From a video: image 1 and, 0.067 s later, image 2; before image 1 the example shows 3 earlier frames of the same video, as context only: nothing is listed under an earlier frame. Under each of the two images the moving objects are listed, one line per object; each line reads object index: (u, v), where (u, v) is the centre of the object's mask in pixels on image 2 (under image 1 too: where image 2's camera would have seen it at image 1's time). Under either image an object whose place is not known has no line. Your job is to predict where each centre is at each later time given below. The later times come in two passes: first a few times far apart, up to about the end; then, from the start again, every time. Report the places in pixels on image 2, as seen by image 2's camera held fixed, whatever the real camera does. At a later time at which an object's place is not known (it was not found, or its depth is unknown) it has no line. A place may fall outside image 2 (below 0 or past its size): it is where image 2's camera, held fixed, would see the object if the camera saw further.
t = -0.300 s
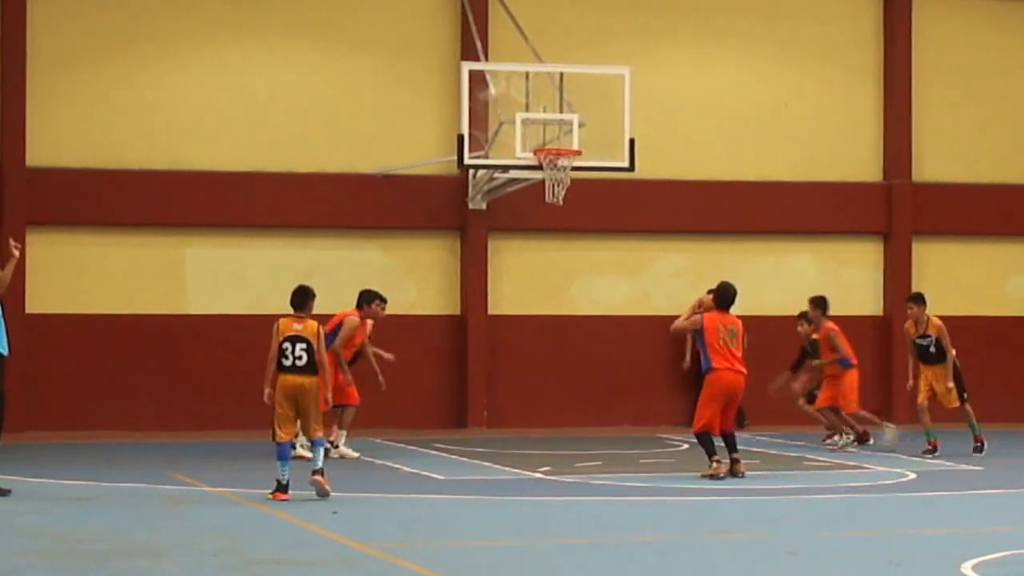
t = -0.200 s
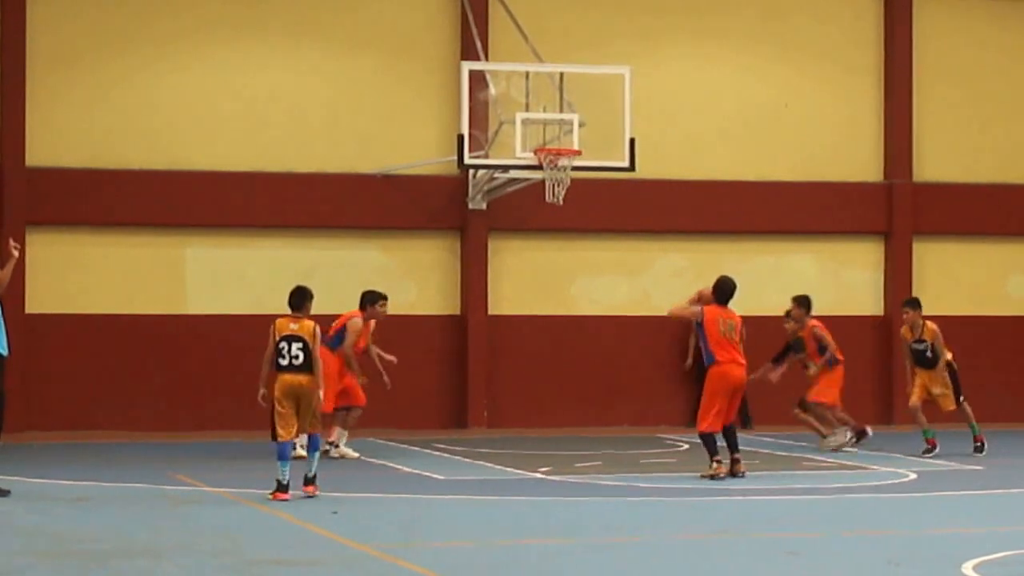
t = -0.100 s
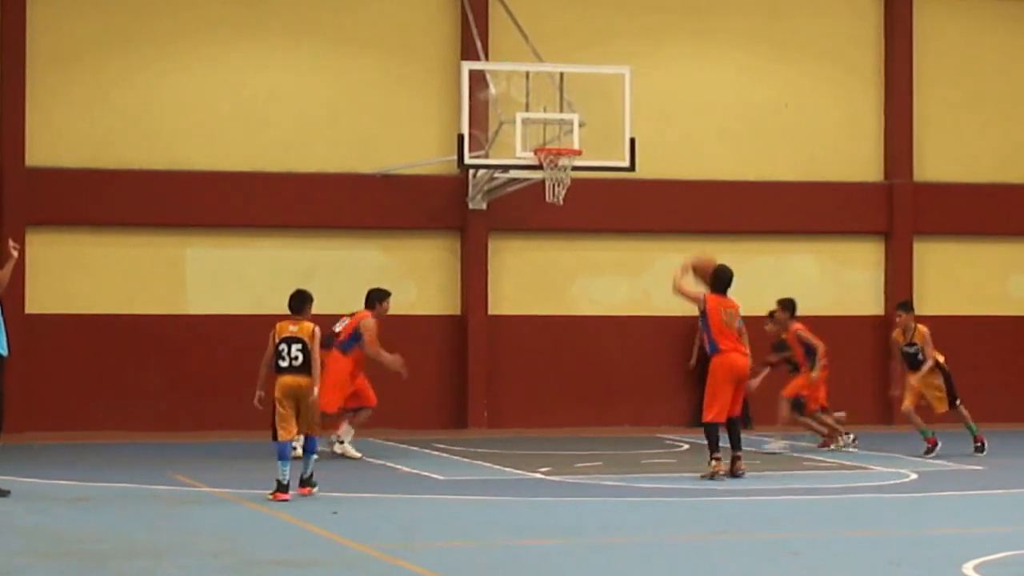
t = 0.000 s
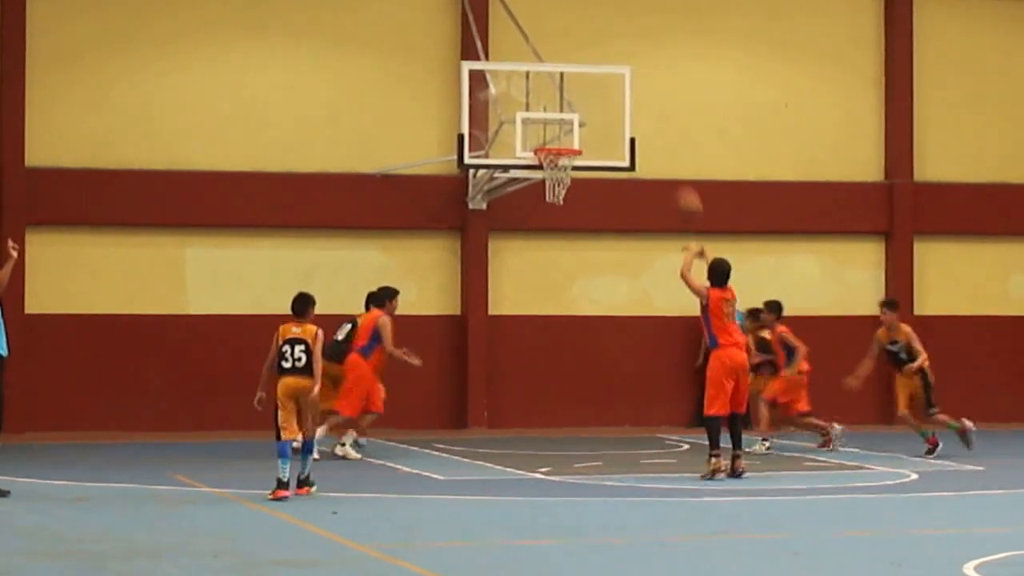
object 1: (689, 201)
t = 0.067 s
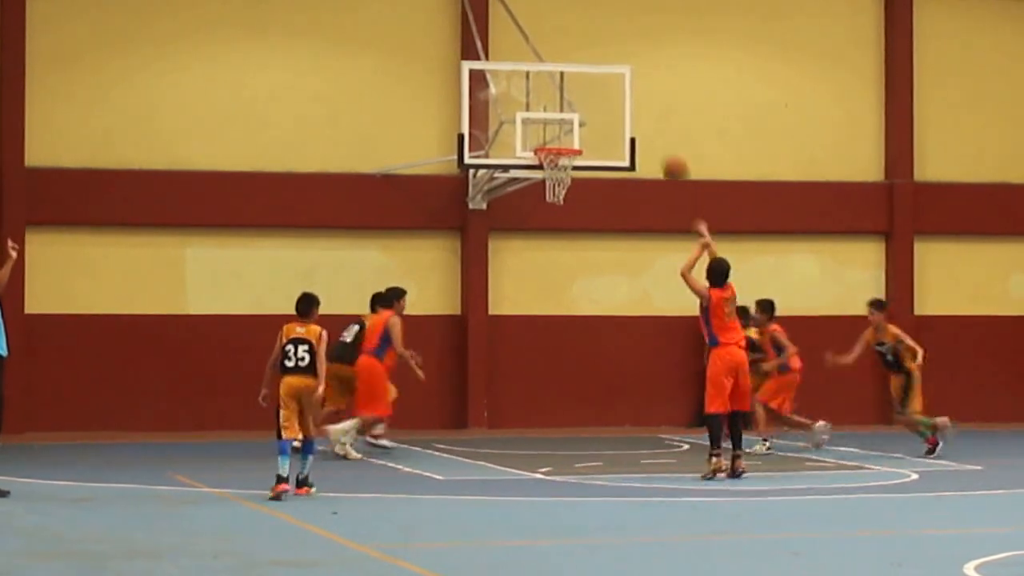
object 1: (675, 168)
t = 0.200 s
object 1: (651, 115)
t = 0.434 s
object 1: (613, 71)
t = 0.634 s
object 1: (584, 81)
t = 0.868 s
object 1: (552, 138)
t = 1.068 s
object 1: (587, 94)
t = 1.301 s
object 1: (635, 80)
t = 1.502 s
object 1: (675, 111)
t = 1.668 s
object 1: (712, 170)
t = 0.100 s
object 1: (669, 153)
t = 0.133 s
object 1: (662, 139)
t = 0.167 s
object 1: (657, 126)
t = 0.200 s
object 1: (651, 115)
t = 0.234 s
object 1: (645, 104)
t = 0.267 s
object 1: (639, 95)
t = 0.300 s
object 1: (634, 88)
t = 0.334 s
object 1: (629, 82)
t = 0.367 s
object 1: (624, 77)
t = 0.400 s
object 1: (618, 73)
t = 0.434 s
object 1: (613, 71)
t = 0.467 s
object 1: (608, 70)
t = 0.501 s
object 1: (603, 70)
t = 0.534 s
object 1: (598, 71)
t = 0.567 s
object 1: (593, 73)
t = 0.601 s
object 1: (589, 77)
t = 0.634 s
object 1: (584, 81)
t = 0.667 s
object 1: (580, 86)
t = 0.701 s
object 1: (575, 92)
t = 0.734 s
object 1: (570, 99)
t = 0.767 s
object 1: (566, 108)
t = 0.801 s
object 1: (561, 117)
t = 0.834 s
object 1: (558, 127)
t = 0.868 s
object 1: (552, 138)
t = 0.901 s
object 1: (554, 137)
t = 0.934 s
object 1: (562, 127)
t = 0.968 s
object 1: (568, 117)
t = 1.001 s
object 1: (574, 107)
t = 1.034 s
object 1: (581, 100)
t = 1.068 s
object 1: (587, 94)
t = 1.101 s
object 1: (594, 89)
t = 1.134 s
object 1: (600, 85)
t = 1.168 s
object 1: (607, 81)
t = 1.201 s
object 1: (614, 79)
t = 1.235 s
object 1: (621, 78)
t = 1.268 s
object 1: (628, 78)
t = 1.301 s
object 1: (635, 80)
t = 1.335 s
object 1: (641, 82)
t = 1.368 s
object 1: (648, 86)
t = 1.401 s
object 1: (655, 91)
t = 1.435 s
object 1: (662, 96)
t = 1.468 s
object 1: (669, 103)
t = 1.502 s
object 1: (675, 111)
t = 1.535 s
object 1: (683, 121)
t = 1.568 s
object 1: (690, 131)
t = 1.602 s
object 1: (698, 143)
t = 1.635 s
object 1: (705, 156)
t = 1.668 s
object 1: (712, 170)
